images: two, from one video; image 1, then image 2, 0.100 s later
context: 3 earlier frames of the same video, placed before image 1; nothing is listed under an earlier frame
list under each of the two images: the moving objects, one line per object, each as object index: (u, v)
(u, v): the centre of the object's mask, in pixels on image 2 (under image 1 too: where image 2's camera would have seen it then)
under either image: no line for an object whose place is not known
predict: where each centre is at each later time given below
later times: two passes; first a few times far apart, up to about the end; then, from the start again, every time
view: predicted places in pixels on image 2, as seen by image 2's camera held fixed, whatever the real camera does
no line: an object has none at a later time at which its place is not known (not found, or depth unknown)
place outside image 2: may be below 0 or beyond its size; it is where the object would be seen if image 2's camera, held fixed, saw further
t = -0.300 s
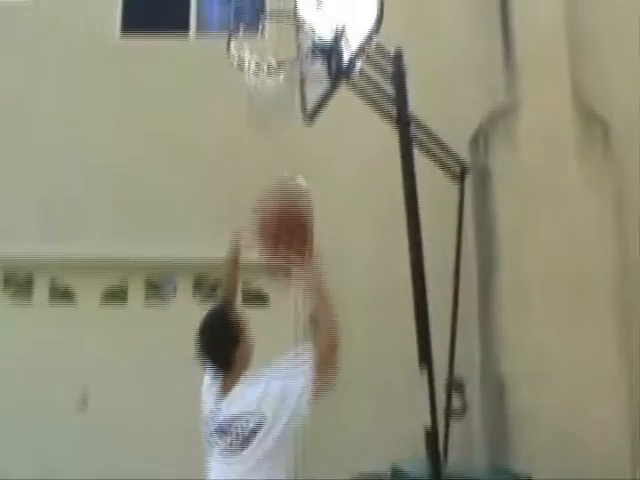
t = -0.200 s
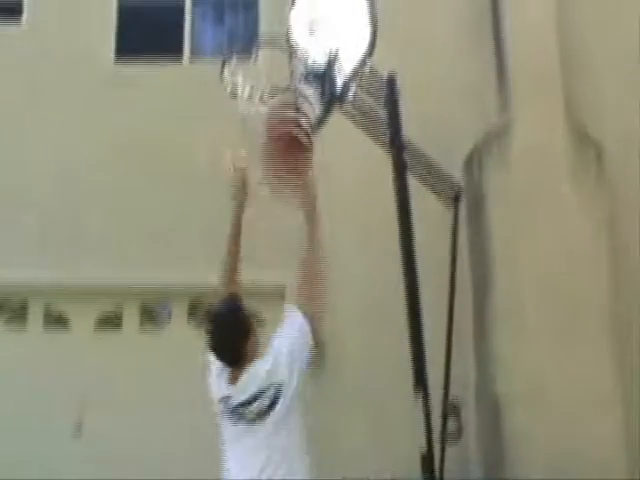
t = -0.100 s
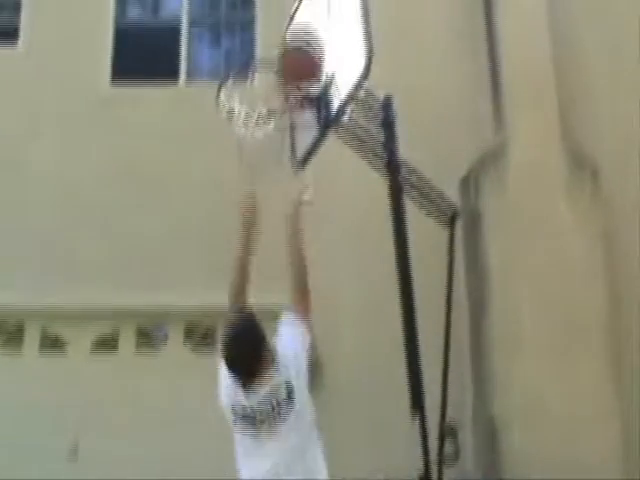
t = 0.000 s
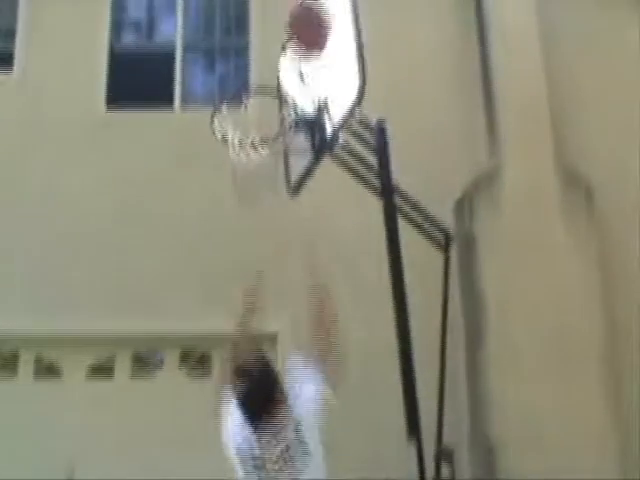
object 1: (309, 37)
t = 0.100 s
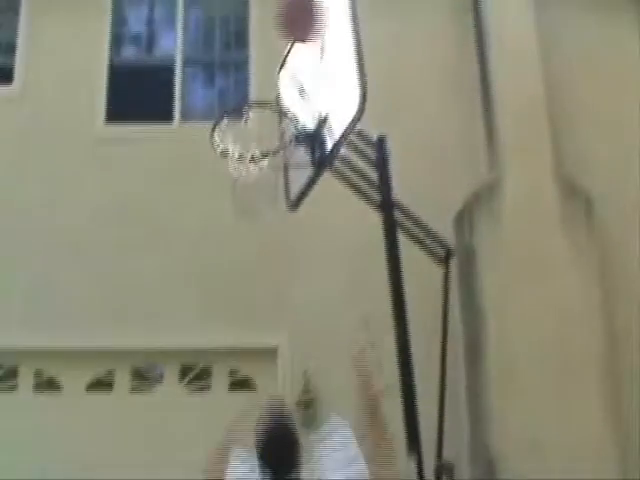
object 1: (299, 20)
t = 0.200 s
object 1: (279, 15)
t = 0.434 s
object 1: (234, 88)
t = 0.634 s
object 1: (228, 104)
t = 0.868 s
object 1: (244, 163)
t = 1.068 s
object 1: (267, 254)
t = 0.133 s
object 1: (292, 16)
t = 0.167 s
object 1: (283, 15)
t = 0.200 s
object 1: (279, 15)
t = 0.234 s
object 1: (274, 18)
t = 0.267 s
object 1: (267, 26)
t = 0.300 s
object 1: (260, 31)
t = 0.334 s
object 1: (257, 41)
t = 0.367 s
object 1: (249, 57)
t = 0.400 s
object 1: (239, 77)
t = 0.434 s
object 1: (234, 88)
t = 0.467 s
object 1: (232, 87)
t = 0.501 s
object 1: (230, 90)
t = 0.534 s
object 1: (229, 93)
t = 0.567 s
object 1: (228, 97)
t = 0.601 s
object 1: (228, 101)
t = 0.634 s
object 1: (228, 104)
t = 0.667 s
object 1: (228, 112)
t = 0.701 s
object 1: (231, 119)
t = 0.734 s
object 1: (234, 126)
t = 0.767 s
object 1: (236, 133)
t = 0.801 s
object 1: (236, 142)
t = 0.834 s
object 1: (242, 156)
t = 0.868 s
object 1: (244, 163)
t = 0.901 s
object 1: (248, 183)
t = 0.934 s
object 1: (252, 199)
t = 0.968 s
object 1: (255, 209)
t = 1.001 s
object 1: (259, 222)
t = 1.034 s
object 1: (264, 236)
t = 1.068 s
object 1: (267, 254)
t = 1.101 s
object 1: (272, 275)
